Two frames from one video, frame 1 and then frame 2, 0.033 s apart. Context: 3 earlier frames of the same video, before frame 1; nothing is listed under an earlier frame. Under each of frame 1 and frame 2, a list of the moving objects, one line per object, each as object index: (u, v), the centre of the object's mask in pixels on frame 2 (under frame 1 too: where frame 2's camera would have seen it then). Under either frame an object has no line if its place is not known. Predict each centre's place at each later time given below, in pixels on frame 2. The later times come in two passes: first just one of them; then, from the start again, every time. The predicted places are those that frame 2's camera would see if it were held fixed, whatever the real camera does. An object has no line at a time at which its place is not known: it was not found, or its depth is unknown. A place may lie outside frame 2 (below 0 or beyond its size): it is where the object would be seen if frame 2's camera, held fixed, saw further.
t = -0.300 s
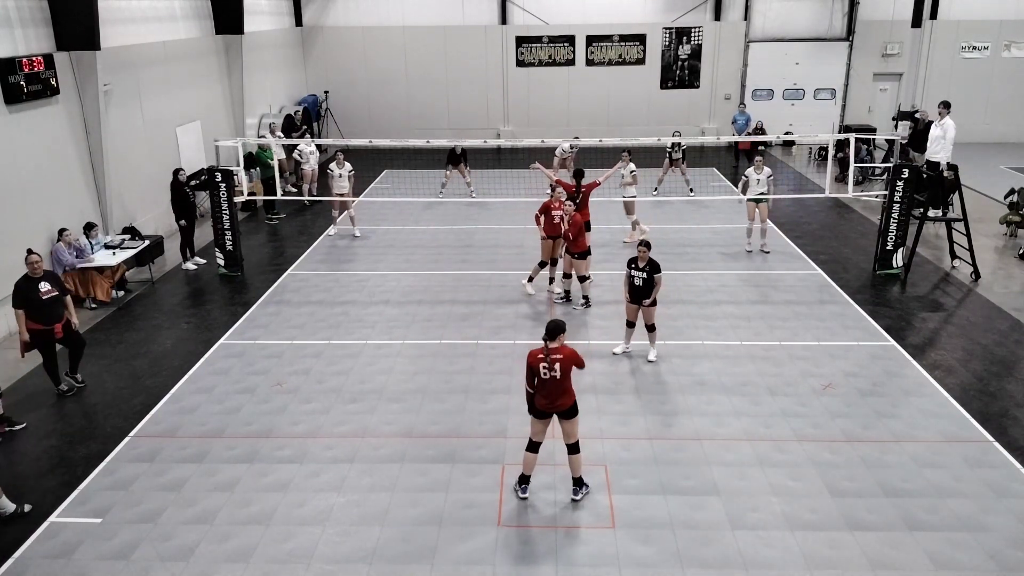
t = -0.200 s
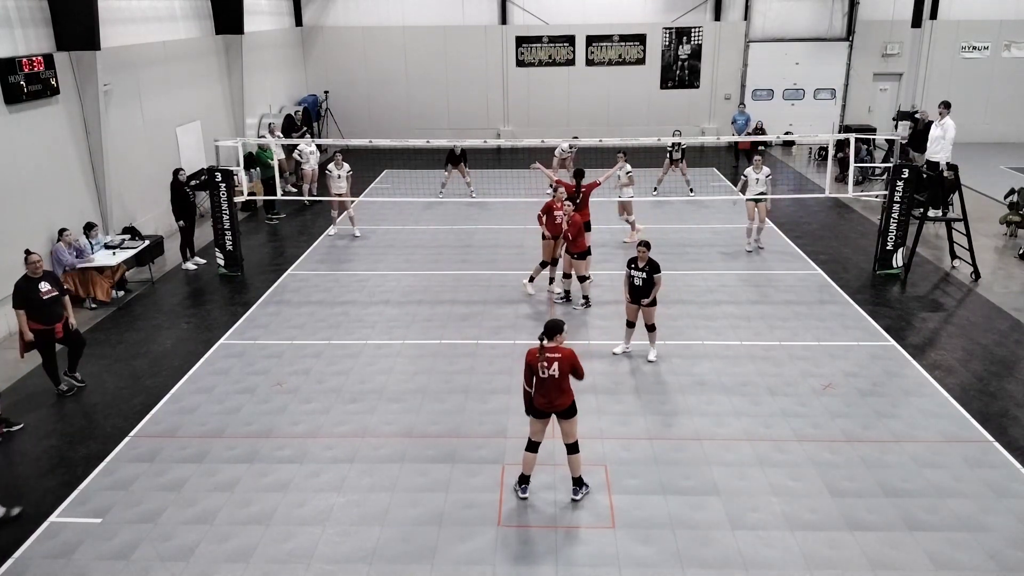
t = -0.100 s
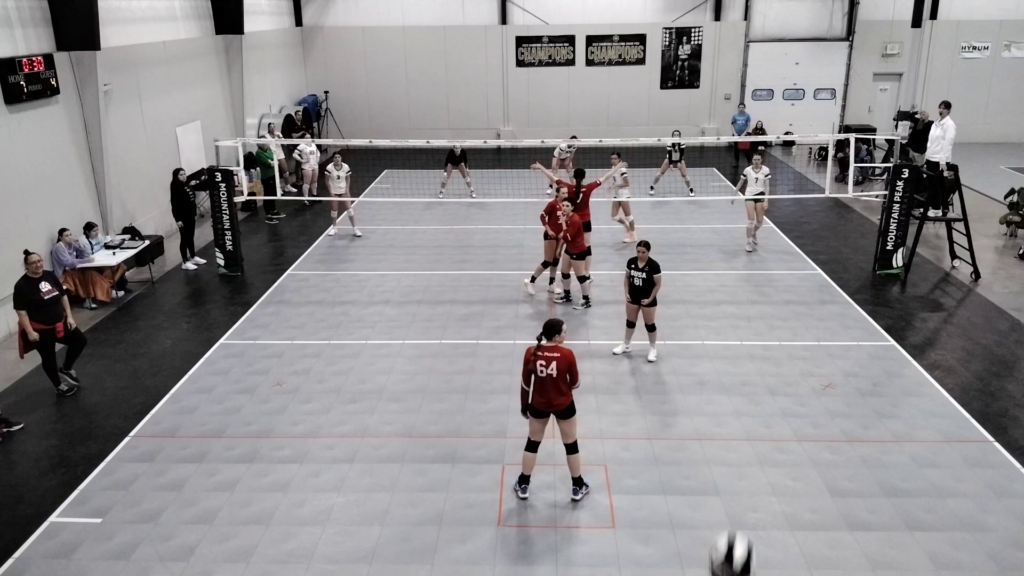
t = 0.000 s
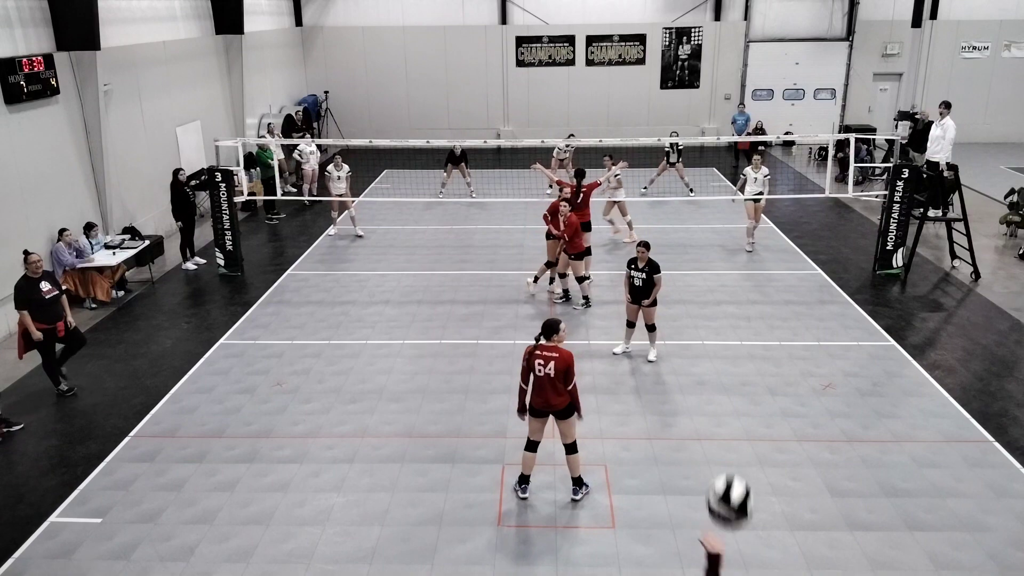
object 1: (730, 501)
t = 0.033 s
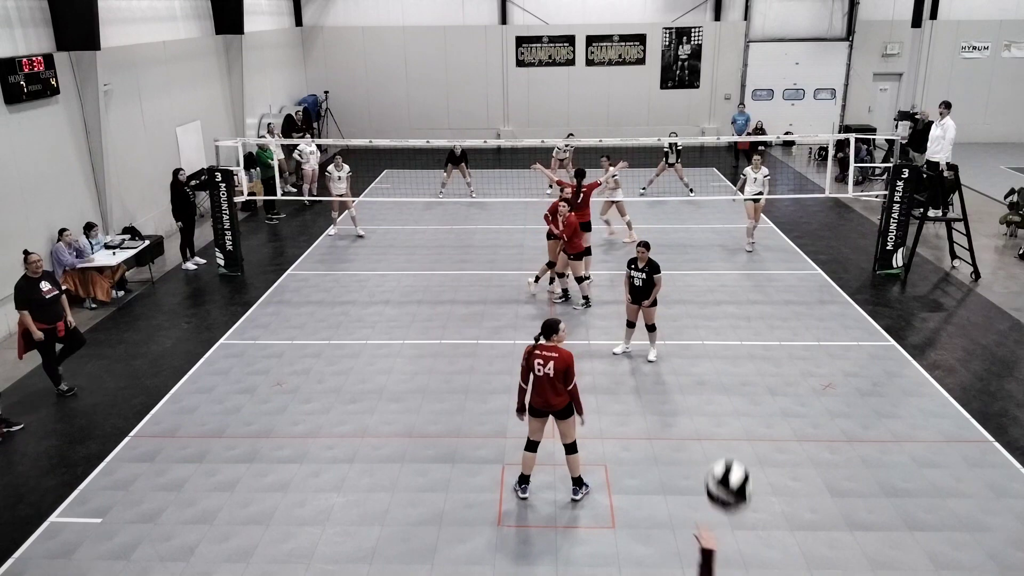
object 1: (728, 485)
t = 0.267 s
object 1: (715, 434)
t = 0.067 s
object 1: (727, 472)
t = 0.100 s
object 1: (726, 460)
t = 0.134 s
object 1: (724, 450)
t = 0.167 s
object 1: (722, 443)
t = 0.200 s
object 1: (720, 438)
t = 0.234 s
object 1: (717, 435)
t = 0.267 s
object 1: (715, 434)
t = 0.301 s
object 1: (713, 435)
